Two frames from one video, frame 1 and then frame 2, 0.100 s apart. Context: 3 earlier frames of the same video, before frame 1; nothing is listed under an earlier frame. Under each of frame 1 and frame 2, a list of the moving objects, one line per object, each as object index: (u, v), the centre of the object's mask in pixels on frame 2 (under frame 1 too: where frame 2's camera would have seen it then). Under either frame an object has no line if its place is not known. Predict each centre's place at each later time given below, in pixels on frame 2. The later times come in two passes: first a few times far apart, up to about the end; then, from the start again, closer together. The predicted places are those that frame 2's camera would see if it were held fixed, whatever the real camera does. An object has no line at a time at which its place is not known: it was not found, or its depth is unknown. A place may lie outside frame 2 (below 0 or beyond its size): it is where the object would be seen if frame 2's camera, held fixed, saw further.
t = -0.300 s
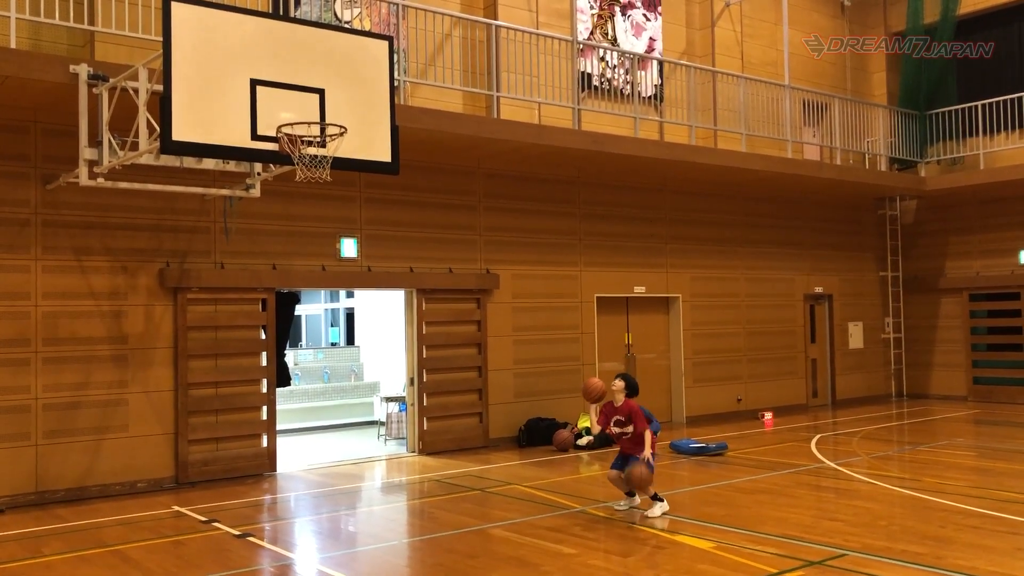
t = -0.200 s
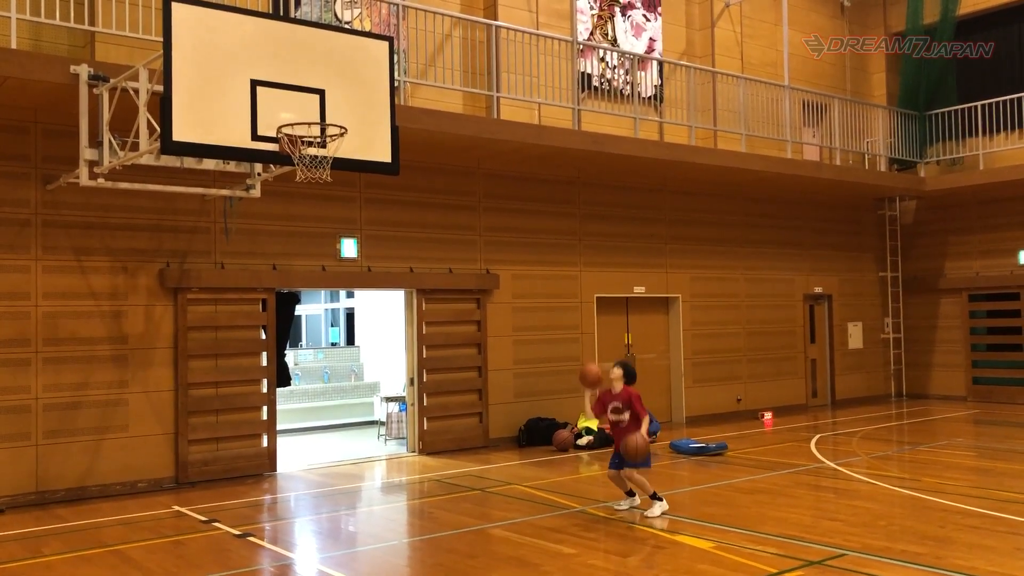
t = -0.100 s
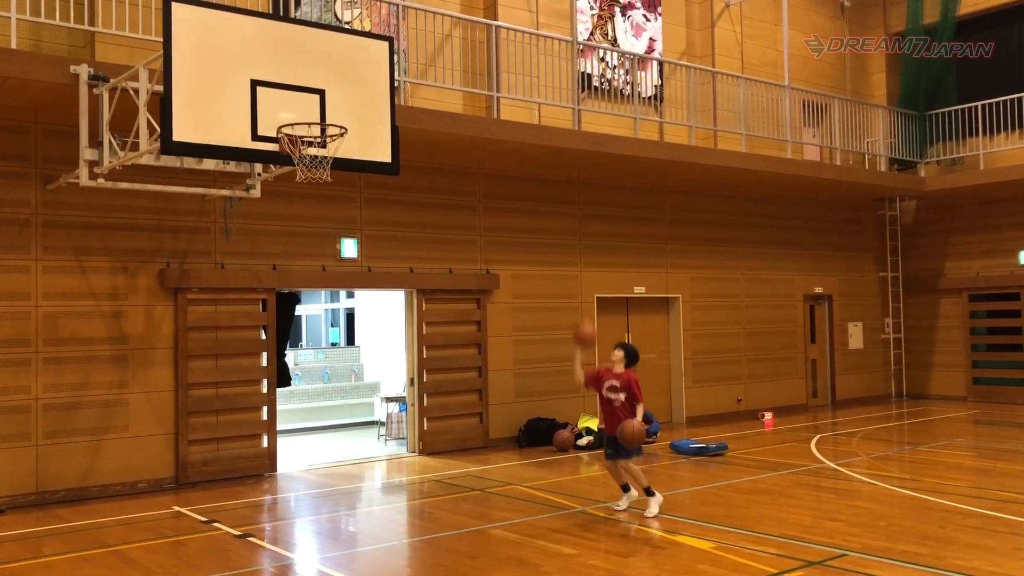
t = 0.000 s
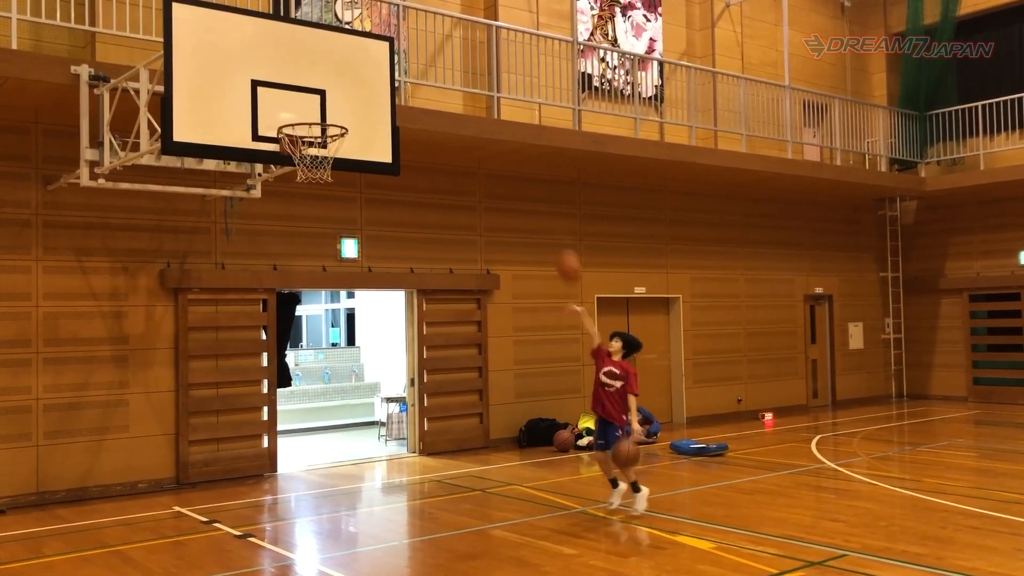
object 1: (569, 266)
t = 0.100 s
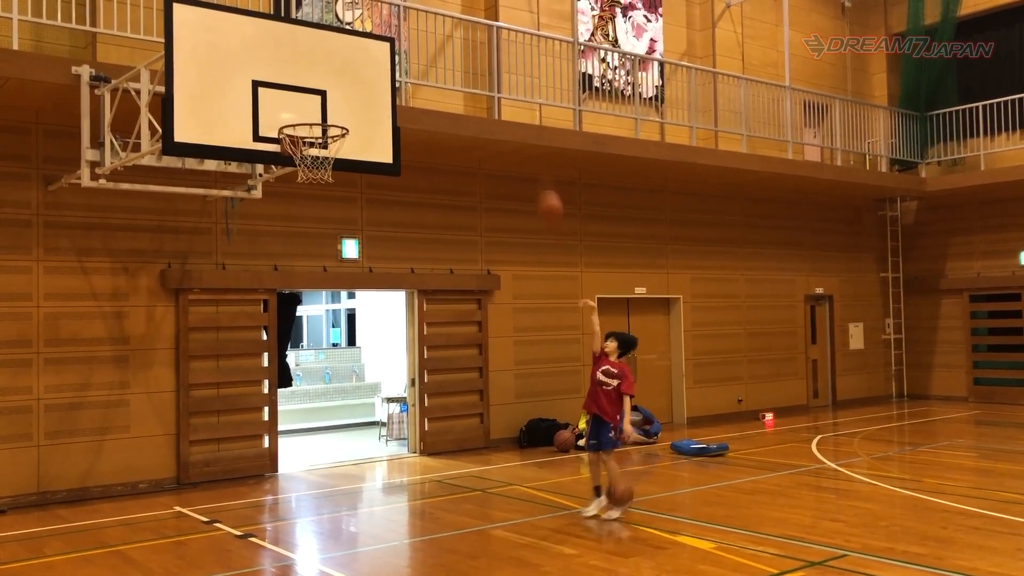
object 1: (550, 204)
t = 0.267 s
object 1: (516, 129)
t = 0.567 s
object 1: (455, 63)
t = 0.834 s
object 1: (398, 97)
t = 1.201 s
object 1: (310, 309)
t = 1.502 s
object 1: (240, 521)
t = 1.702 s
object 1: (213, 384)
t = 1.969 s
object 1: (180, 294)
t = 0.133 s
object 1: (543, 186)
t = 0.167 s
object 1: (537, 169)
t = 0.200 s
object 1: (532, 151)
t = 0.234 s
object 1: (525, 137)
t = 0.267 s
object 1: (516, 129)
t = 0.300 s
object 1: (510, 117)
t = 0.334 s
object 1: (503, 105)
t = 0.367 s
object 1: (496, 96)
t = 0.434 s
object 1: (482, 79)
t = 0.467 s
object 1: (476, 73)
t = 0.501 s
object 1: (469, 68)
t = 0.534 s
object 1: (463, 65)
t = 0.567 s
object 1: (455, 63)
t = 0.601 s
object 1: (447, 62)
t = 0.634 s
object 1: (441, 63)
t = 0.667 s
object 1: (434, 65)
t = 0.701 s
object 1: (427, 68)
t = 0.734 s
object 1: (419, 73)
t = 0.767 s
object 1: (412, 80)
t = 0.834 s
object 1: (398, 97)
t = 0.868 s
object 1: (390, 107)
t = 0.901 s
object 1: (382, 119)
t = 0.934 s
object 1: (375, 134)
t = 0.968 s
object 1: (367, 152)
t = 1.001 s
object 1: (359, 169)
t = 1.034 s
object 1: (352, 186)
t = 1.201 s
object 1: (310, 309)
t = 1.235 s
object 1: (302, 339)
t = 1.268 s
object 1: (293, 373)
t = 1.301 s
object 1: (289, 404)
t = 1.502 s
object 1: (240, 521)
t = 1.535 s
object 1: (234, 491)
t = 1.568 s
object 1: (230, 469)
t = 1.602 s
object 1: (226, 447)
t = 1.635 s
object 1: (221, 422)
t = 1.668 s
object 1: (217, 404)
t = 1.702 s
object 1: (213, 384)
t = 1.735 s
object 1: (209, 367)
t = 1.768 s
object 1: (205, 352)
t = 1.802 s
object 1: (201, 339)
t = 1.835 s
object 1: (197, 326)
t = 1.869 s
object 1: (194, 316)
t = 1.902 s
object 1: (189, 307)
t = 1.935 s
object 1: (184, 300)
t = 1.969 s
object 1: (180, 294)
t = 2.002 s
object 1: (177, 291)
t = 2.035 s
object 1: (173, 290)
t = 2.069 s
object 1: (169, 289)
